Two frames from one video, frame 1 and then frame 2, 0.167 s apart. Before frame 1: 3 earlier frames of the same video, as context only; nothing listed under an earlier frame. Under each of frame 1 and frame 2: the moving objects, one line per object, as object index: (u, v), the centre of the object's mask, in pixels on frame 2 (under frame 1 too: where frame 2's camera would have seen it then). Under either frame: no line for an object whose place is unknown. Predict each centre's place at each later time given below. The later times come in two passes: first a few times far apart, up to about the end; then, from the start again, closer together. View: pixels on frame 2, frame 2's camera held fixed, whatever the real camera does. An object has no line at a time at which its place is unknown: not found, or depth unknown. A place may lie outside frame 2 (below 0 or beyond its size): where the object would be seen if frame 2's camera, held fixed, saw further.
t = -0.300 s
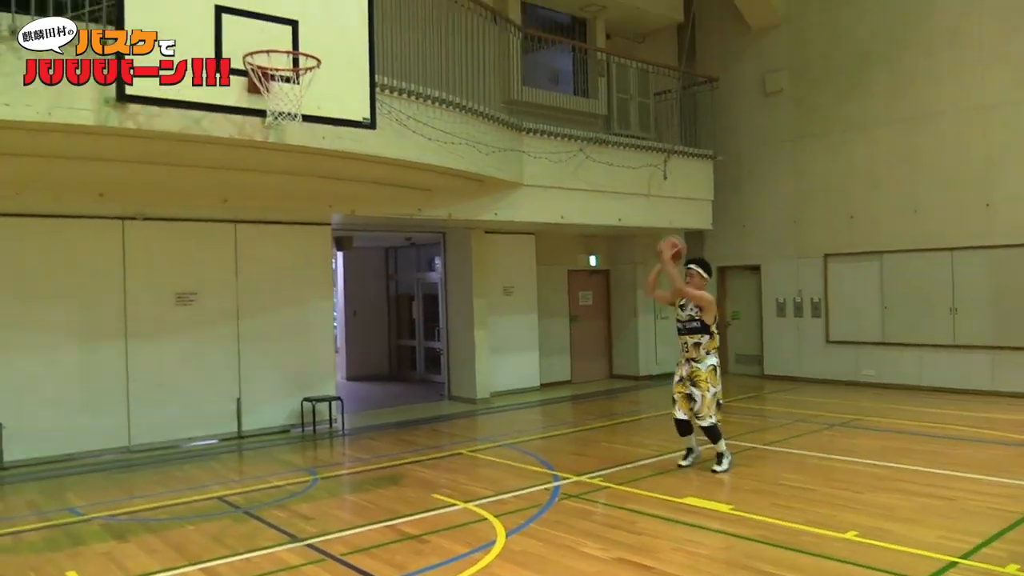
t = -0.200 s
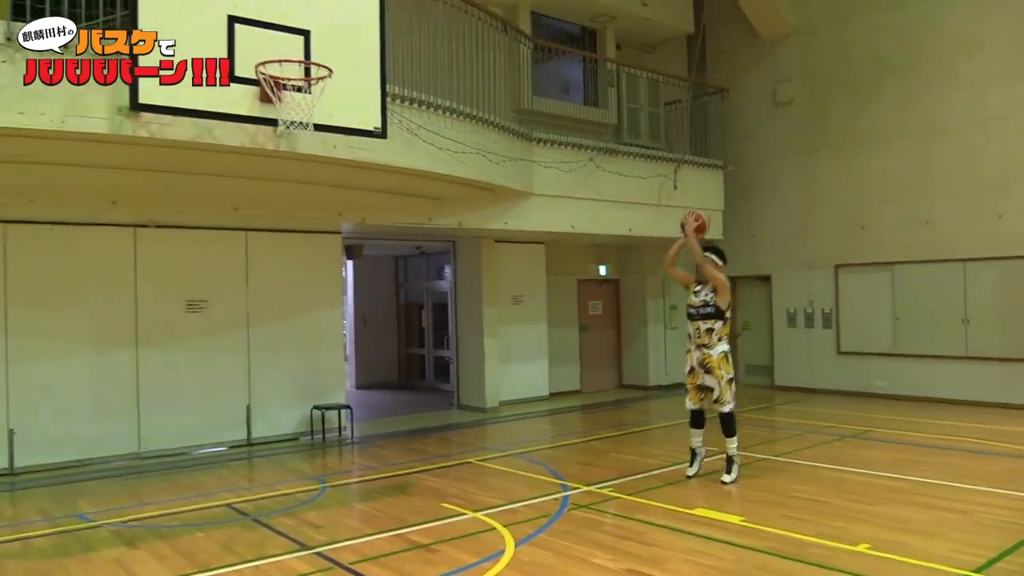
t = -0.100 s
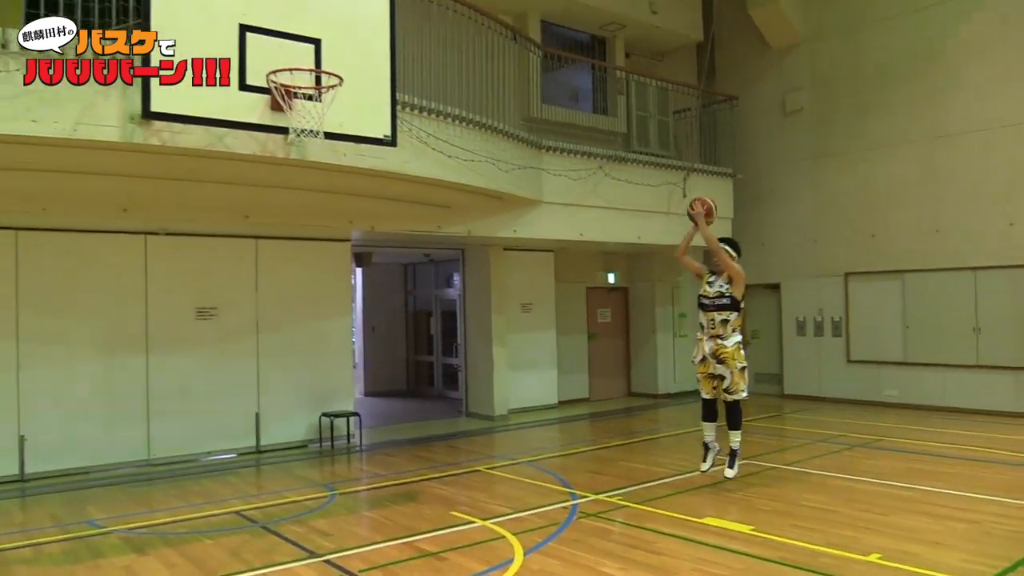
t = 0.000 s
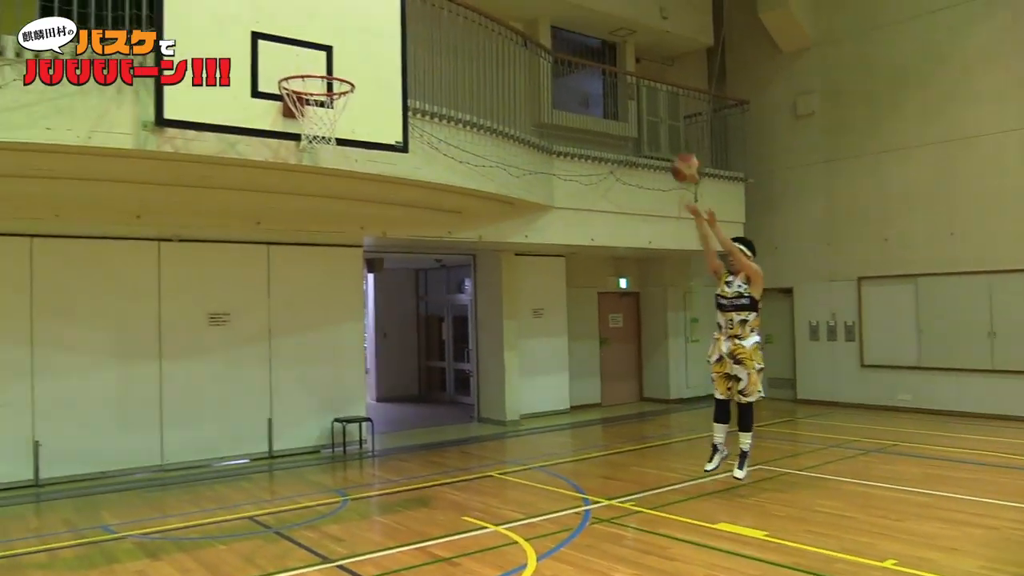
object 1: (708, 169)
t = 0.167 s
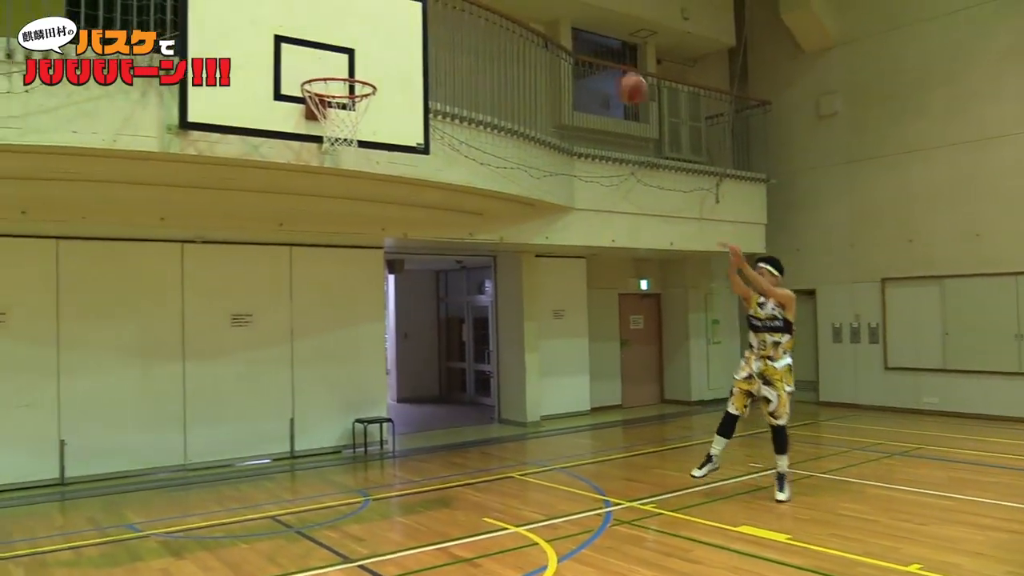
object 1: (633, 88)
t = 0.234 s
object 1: (601, 63)
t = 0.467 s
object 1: (487, 27)
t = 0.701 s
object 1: (360, 48)
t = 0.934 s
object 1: (304, 44)
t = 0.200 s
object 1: (617, 75)
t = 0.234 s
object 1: (601, 63)
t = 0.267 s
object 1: (585, 55)
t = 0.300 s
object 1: (570, 45)
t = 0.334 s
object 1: (551, 38)
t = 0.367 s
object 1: (536, 32)
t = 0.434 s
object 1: (504, 27)
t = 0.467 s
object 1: (487, 27)
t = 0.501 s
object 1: (471, 28)
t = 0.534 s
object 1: (451, 29)
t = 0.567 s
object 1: (433, 31)
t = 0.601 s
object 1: (417, 34)
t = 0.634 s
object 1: (397, 37)
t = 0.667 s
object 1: (379, 41)
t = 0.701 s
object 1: (360, 48)
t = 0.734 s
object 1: (341, 58)
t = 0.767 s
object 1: (323, 66)
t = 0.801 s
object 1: (313, 76)
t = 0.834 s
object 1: (311, 65)
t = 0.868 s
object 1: (309, 58)
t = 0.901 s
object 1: (307, 50)
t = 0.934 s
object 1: (304, 44)
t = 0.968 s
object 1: (302, 39)
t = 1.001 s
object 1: (299, 36)
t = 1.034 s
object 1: (298, 35)
